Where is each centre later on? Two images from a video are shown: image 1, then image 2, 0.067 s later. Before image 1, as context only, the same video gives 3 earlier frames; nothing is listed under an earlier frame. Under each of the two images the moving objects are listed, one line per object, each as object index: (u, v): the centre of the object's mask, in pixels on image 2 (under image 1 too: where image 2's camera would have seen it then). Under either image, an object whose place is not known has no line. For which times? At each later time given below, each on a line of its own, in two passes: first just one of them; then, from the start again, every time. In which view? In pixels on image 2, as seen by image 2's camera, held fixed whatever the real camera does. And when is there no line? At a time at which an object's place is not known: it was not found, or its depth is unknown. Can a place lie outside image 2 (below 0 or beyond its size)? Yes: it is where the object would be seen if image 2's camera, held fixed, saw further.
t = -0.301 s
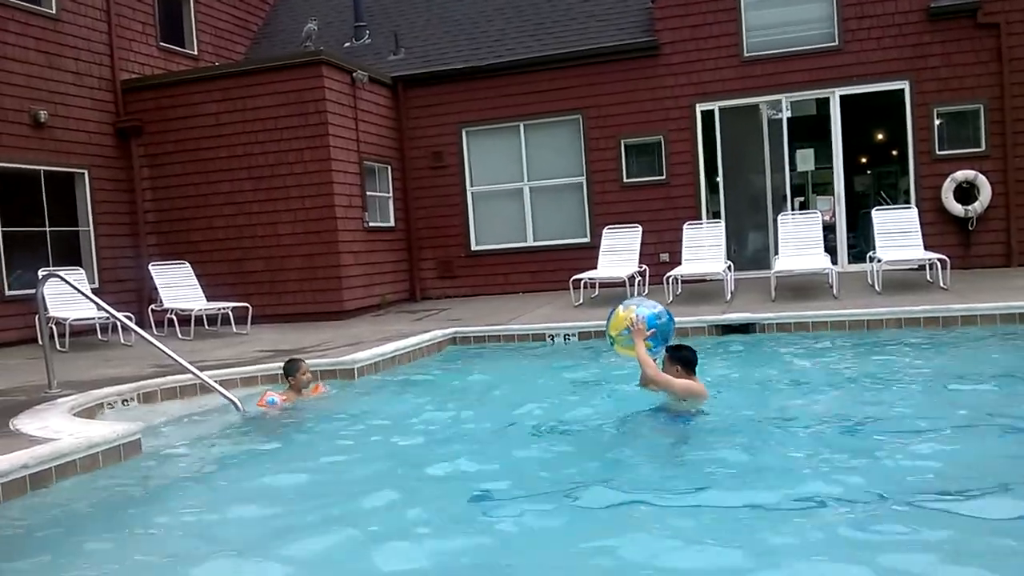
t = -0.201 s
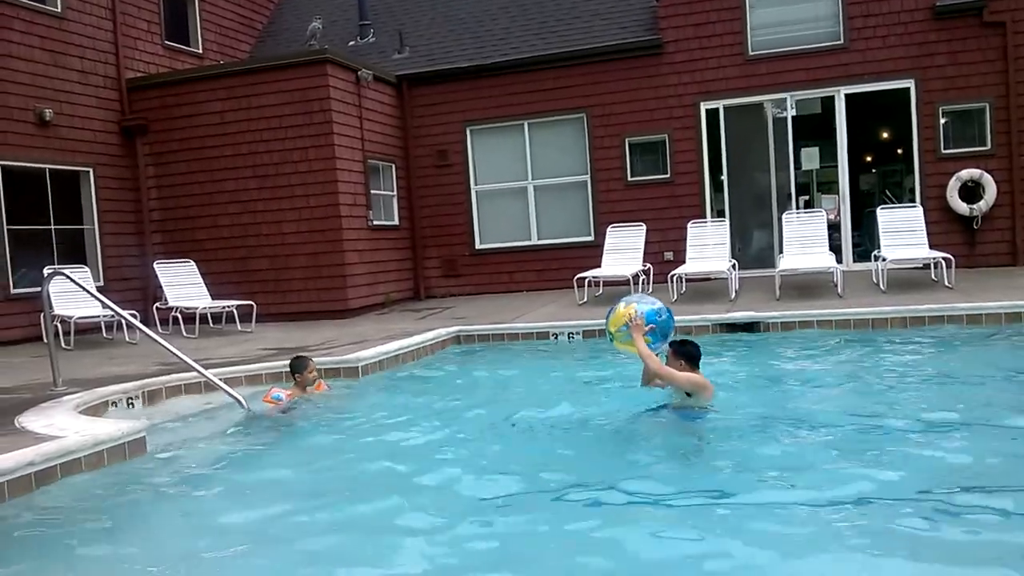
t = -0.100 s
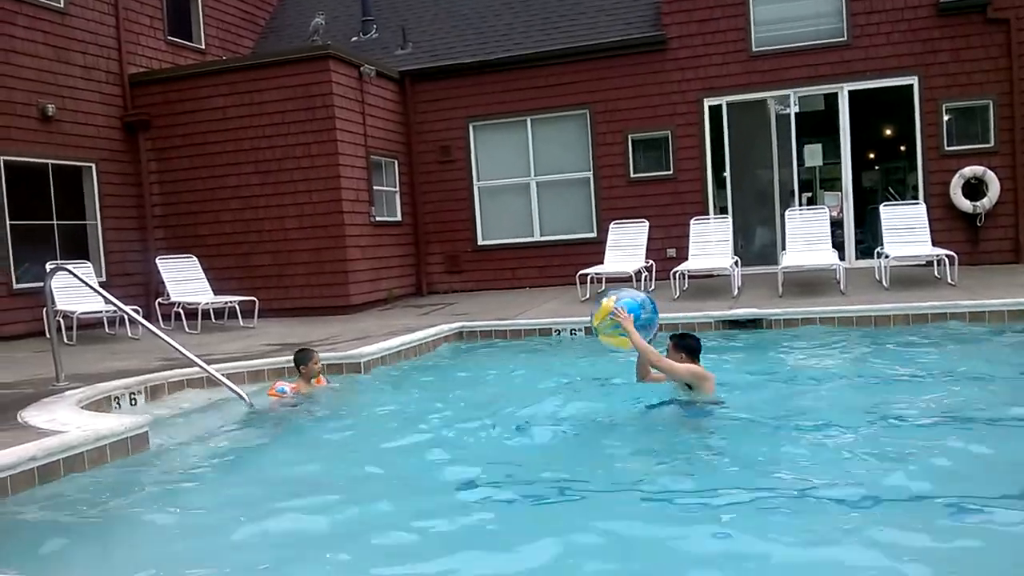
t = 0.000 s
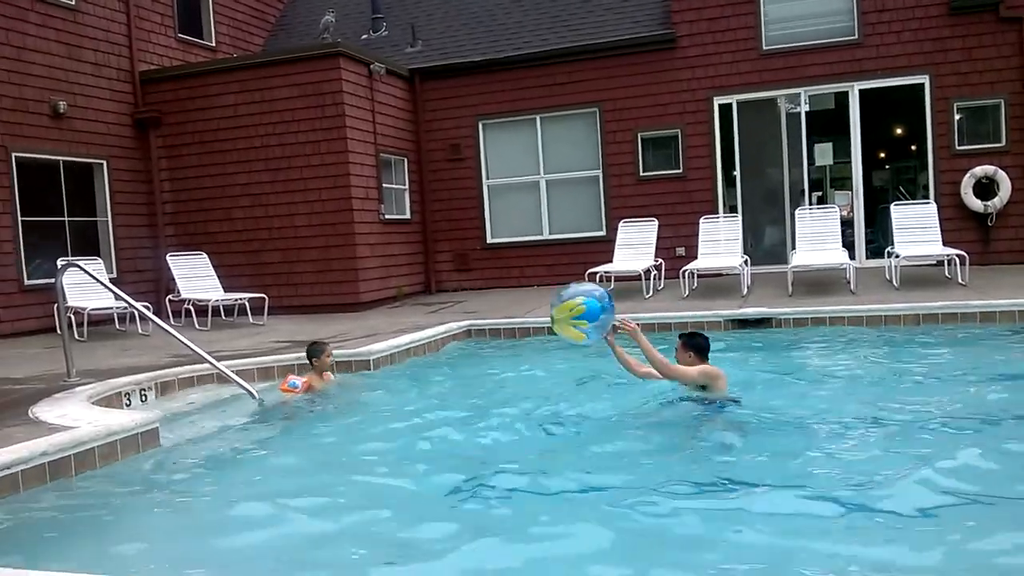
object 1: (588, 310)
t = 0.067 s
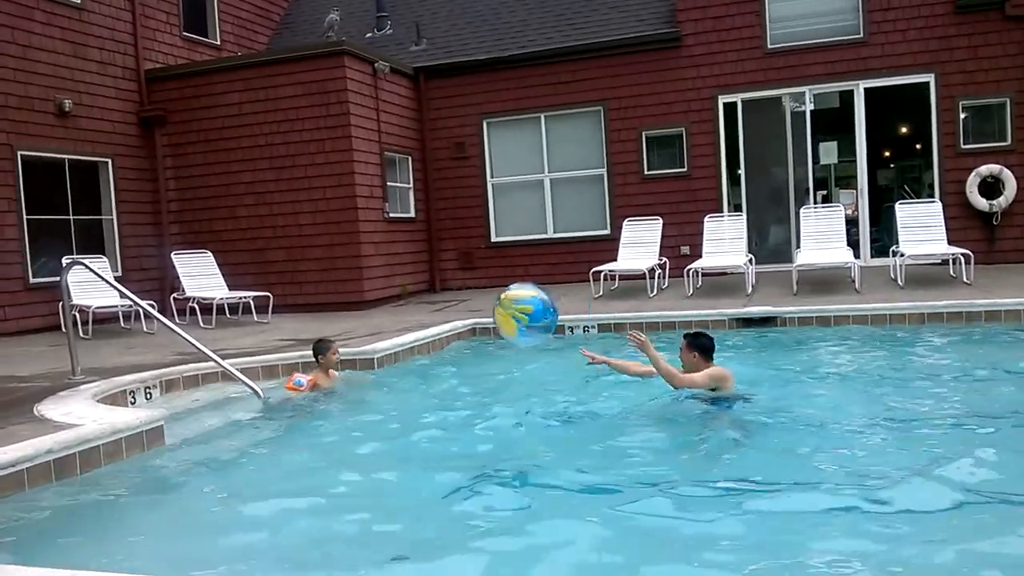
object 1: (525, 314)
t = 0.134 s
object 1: (464, 323)
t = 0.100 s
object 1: (494, 319)
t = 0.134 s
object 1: (464, 323)
